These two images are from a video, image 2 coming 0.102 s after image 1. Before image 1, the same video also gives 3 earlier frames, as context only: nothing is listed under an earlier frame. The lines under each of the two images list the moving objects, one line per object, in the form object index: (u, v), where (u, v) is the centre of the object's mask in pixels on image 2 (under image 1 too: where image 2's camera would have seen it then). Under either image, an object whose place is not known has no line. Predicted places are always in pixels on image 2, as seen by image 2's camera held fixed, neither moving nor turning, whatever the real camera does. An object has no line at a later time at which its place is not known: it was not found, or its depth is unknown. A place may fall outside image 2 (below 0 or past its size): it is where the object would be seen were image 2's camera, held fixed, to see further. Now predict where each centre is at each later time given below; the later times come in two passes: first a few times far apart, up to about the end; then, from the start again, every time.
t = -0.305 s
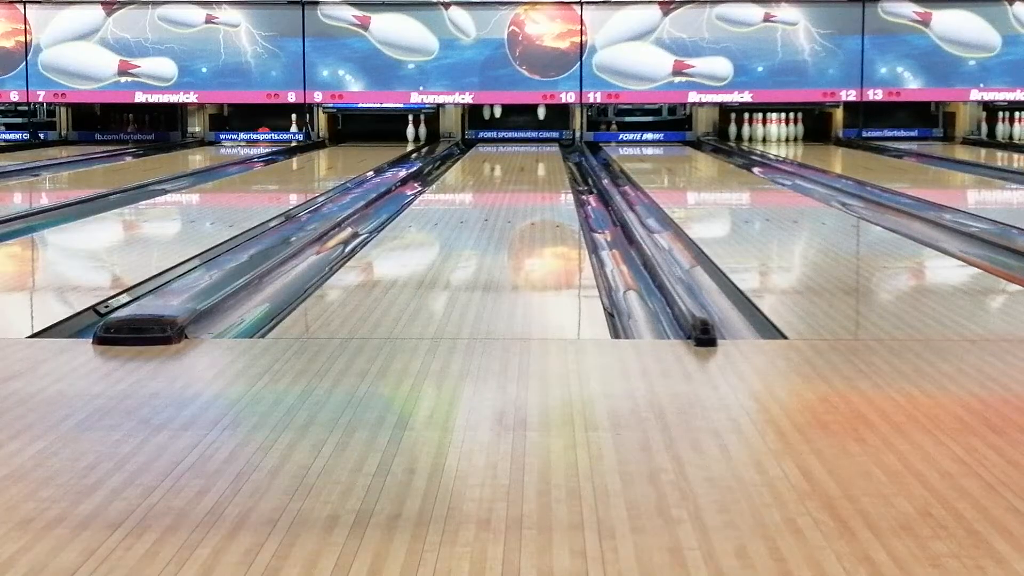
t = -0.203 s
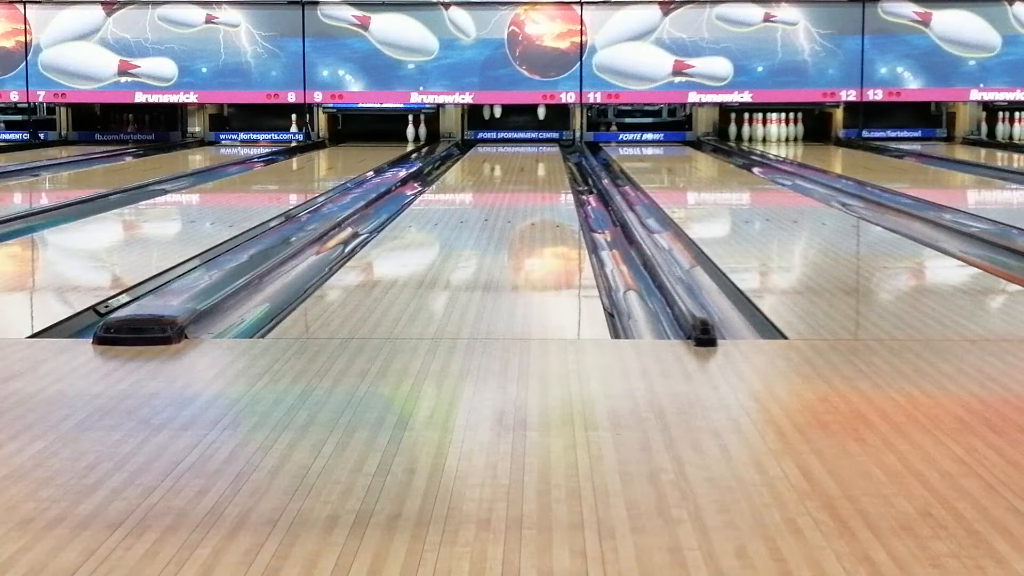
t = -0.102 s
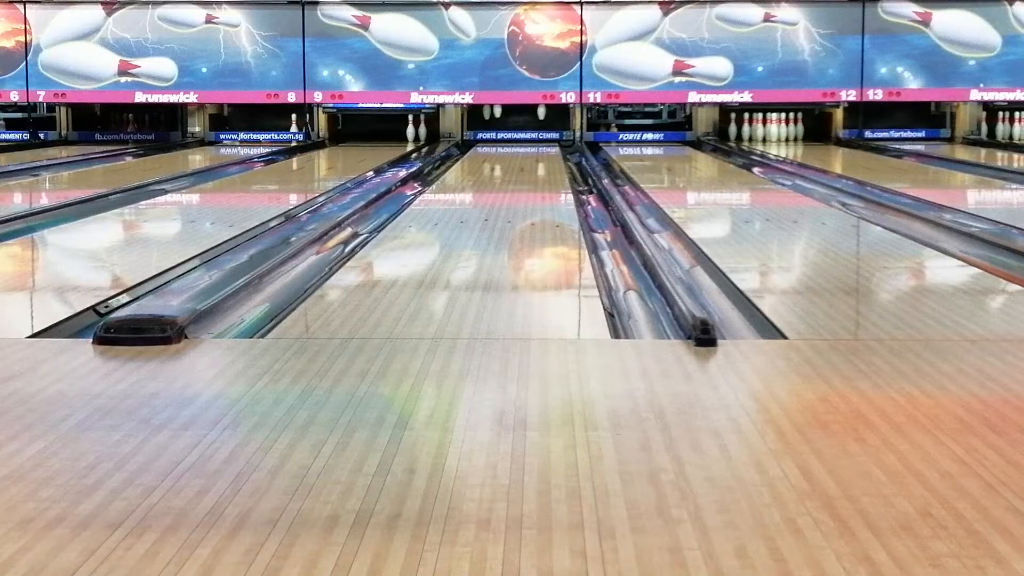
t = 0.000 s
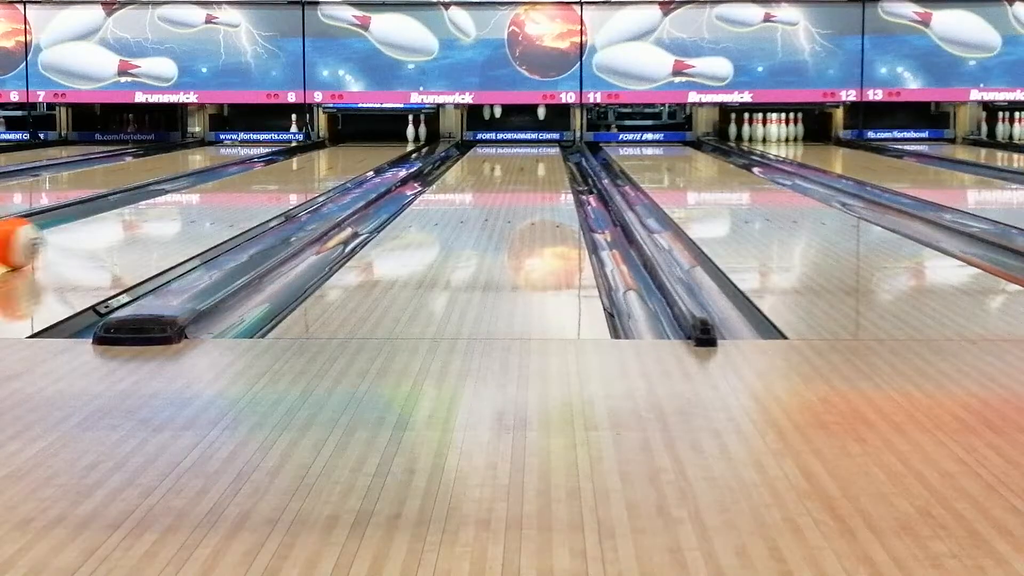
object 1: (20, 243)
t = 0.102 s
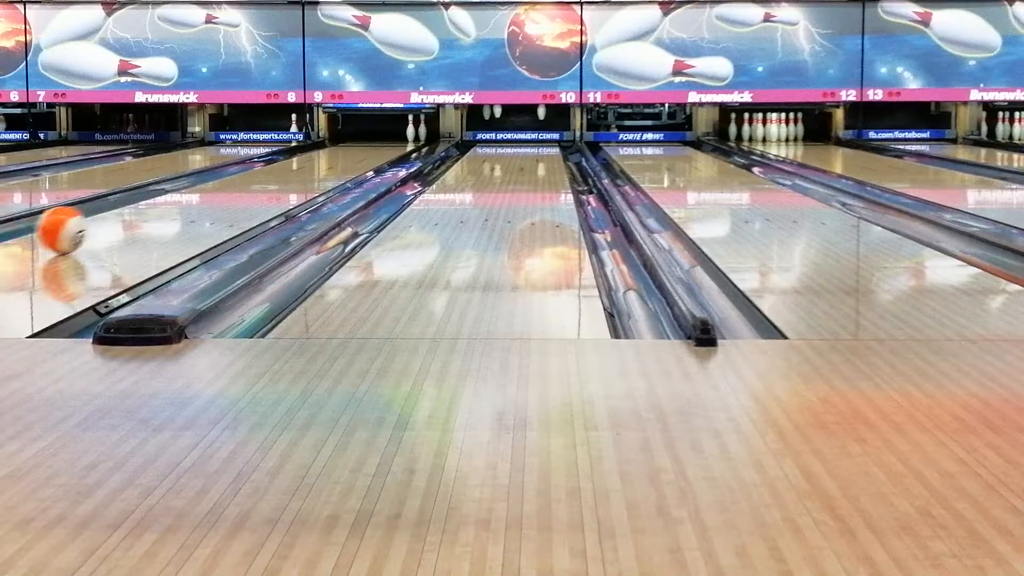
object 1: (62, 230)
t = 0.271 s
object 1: (128, 212)
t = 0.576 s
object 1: (213, 190)
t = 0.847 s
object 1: (266, 176)
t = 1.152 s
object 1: (312, 164)
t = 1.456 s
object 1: (345, 155)
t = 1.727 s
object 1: (369, 149)
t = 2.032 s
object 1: (393, 143)
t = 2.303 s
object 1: (411, 139)
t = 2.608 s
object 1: (431, 139)
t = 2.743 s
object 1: (434, 139)
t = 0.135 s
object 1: (77, 226)
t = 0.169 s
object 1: (90, 222)
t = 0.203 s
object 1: (104, 218)
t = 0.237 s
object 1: (117, 215)
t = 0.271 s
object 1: (128, 212)
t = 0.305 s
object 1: (139, 210)
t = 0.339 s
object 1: (150, 207)
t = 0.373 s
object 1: (160, 204)
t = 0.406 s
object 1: (171, 201)
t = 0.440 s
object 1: (180, 199)
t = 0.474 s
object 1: (189, 196)
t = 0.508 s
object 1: (197, 194)
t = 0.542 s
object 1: (206, 192)
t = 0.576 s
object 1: (213, 190)
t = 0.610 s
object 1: (221, 188)
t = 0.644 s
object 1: (228, 186)
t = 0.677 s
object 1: (235, 184)
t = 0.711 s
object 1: (241, 182)
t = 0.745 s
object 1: (247, 180)
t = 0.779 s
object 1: (255, 179)
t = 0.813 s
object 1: (261, 178)
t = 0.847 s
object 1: (266, 176)
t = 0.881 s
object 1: (272, 174)
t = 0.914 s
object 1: (277, 173)
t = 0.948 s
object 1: (283, 172)
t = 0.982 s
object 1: (288, 170)
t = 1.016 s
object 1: (293, 169)
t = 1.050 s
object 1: (297, 168)
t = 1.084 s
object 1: (302, 167)
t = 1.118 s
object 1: (307, 166)
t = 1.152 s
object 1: (312, 164)
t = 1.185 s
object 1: (315, 163)
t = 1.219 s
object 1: (320, 162)
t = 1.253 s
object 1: (323, 161)
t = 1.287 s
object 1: (328, 160)
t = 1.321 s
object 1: (331, 159)
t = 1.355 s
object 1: (335, 158)
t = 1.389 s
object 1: (338, 157)
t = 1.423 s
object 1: (341, 157)
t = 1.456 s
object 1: (345, 155)
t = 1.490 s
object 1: (348, 154)
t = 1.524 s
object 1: (351, 153)
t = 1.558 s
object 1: (354, 153)
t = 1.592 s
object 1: (357, 152)
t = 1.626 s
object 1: (360, 151)
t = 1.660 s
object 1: (363, 150)
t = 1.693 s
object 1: (366, 150)
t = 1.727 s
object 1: (369, 149)
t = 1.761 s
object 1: (372, 148)
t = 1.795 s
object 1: (375, 147)
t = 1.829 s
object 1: (377, 147)
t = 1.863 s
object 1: (380, 146)
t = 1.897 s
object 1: (382, 145)
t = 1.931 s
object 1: (385, 145)
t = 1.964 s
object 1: (388, 144)
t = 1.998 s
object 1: (390, 144)
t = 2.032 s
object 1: (393, 143)
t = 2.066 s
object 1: (395, 143)
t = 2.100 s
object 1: (397, 142)
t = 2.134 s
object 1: (399, 141)
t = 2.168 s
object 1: (401, 141)
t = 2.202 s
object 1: (402, 140)
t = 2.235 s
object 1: (406, 140)
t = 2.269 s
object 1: (408, 140)
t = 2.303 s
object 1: (411, 139)
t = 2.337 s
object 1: (413, 138)
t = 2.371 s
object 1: (415, 138)
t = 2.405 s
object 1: (418, 137)
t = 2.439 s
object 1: (419, 137)
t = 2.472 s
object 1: (422, 137)
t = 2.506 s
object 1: (424, 136)
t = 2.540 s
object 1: (427, 137)
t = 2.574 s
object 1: (428, 137)
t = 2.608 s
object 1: (431, 139)
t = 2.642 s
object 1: (433, 138)
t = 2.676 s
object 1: (433, 138)
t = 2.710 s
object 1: (434, 138)
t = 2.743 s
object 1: (434, 139)
